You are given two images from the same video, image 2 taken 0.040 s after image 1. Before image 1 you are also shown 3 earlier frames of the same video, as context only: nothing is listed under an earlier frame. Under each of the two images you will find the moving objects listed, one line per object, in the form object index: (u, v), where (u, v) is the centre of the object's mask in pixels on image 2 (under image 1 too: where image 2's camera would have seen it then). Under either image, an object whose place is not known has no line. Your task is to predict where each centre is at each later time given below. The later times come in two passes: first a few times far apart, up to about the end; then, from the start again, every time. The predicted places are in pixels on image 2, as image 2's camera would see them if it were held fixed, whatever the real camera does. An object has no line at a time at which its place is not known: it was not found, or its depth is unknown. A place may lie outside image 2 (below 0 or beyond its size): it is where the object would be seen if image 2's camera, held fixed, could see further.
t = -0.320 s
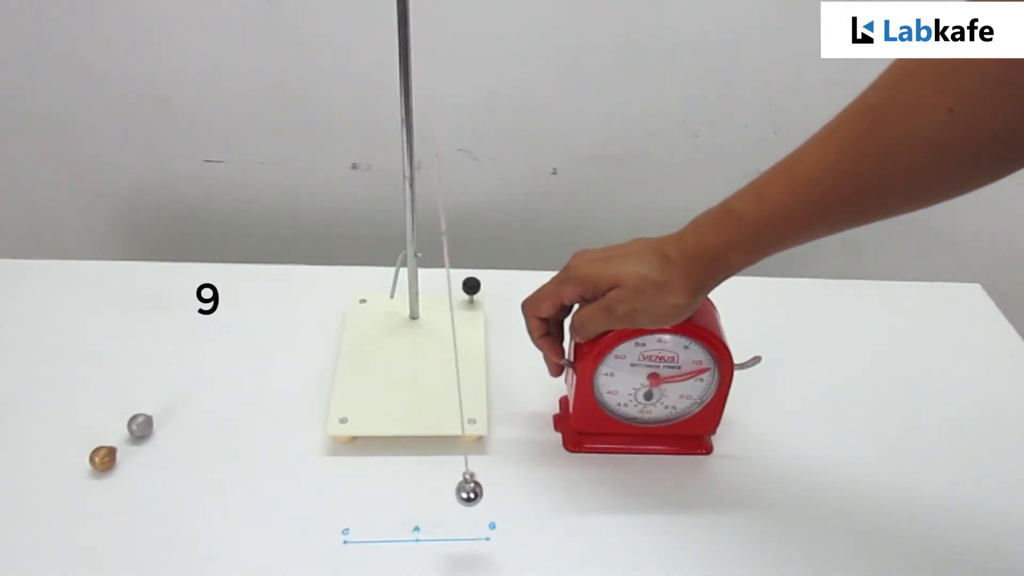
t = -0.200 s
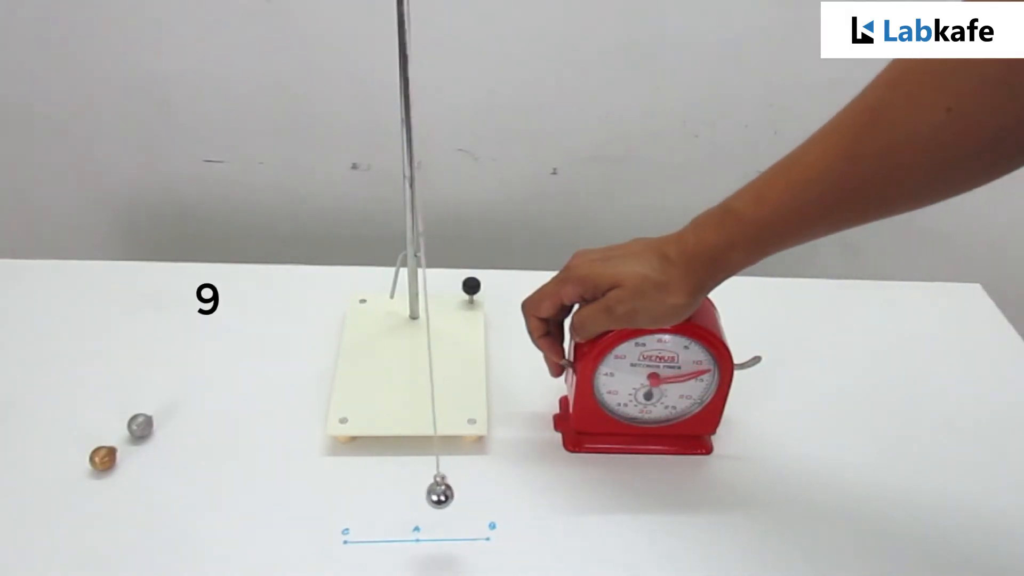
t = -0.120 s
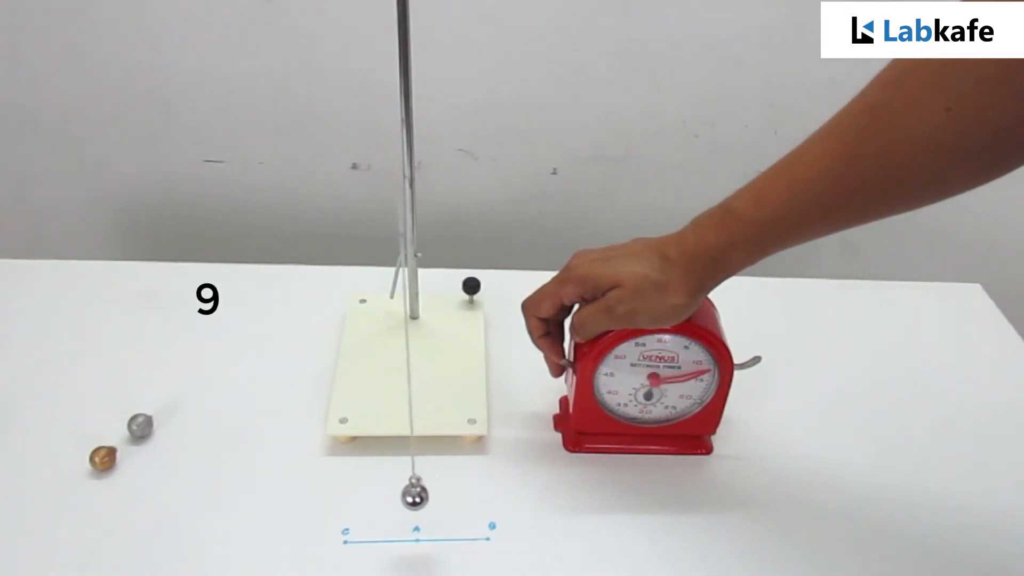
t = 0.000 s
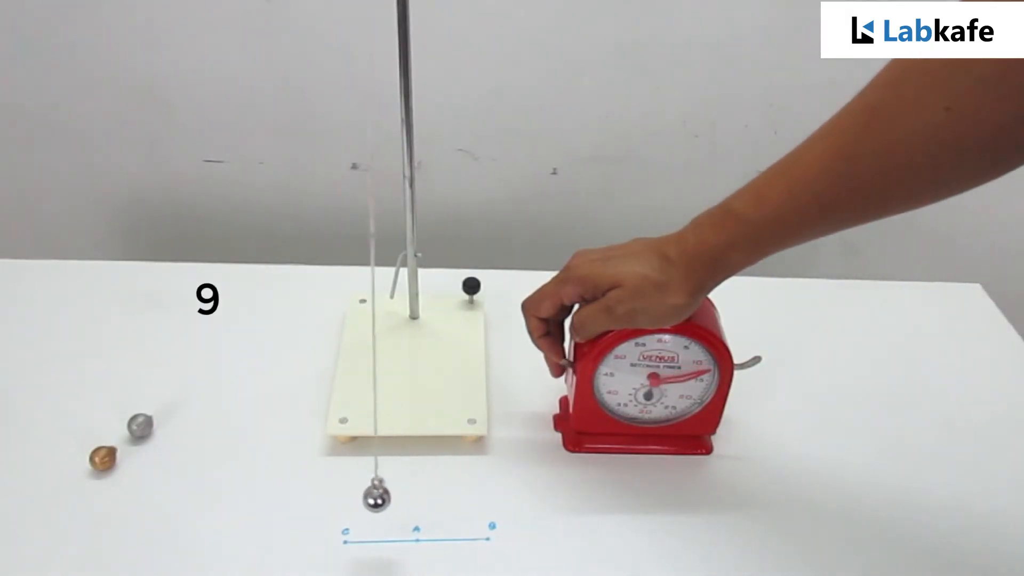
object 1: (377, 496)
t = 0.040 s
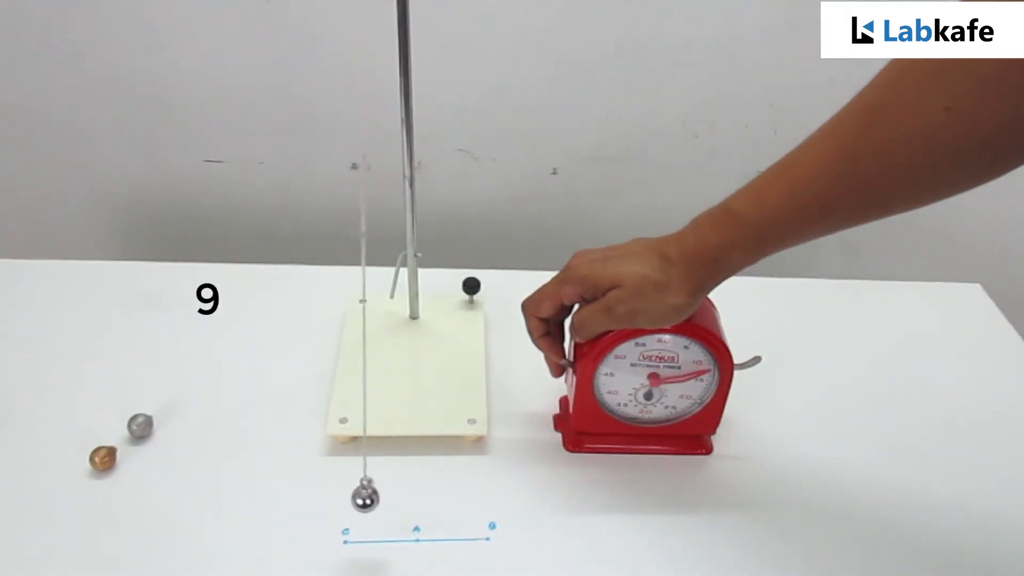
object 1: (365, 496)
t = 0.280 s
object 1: (334, 497)
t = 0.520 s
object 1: (378, 497)
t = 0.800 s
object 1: (461, 491)
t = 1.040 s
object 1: (479, 489)
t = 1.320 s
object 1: (413, 494)
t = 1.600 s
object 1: (340, 497)
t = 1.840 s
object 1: (349, 497)
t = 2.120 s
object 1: (430, 494)
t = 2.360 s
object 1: (480, 490)
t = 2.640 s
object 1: (448, 492)
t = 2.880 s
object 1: (374, 496)
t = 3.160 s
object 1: (335, 497)
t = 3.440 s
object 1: (393, 497)
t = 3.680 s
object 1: (463, 492)
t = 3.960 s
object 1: (472, 490)
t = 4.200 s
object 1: (410, 495)
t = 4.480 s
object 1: (340, 497)
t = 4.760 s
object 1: (360, 497)
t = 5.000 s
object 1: (433, 494)
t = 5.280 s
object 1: (481, 489)
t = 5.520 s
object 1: (445, 492)
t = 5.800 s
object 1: (362, 496)
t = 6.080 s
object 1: (340, 497)
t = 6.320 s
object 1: (397, 496)
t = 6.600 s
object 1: (471, 490)
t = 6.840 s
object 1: (470, 490)
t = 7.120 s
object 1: (395, 495)
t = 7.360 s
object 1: (339, 497)
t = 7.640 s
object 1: (364, 497)
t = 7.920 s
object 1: (447, 493)
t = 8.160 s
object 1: (480, 489)
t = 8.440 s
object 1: (430, 493)
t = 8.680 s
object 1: (360, 496)
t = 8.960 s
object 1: (342, 497)
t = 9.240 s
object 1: (412, 496)
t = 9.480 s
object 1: (472, 490)
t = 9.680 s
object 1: (474, 490)
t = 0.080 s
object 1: (355, 496)
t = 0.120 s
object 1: (347, 496)
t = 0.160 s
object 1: (340, 496)
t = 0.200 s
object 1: (336, 496)
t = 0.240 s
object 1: (333, 497)
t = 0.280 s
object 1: (334, 497)
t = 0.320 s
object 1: (336, 497)
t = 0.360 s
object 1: (341, 497)
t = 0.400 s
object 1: (347, 497)
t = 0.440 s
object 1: (356, 497)
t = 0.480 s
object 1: (366, 497)
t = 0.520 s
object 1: (378, 497)
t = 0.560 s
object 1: (390, 496)
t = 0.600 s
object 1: (403, 496)
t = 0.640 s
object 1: (416, 495)
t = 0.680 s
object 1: (429, 494)
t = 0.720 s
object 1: (441, 493)
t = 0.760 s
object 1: (452, 492)
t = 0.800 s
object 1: (461, 491)
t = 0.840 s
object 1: (469, 490)
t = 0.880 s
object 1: (476, 490)
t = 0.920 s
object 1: (480, 489)
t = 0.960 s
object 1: (482, 489)
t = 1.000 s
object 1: (482, 489)
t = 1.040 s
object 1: (479, 489)
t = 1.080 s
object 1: (474, 490)
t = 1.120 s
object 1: (468, 490)
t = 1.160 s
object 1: (459, 491)
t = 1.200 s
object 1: (449, 492)
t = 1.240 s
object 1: (438, 493)
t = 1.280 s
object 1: (426, 494)
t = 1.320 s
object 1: (413, 494)
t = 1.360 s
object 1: (400, 495)
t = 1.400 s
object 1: (387, 496)
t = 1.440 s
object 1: (375, 496)
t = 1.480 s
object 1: (364, 496)
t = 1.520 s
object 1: (354, 497)
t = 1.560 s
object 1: (346, 497)
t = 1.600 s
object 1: (340, 497)
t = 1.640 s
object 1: (336, 497)
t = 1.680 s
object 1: (334, 497)
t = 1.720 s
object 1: (334, 497)
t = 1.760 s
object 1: (337, 497)
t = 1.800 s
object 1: (342, 497)
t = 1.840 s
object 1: (349, 497)
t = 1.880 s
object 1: (357, 497)
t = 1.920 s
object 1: (368, 497)
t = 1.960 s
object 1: (379, 497)
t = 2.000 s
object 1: (392, 497)
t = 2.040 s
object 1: (404, 496)
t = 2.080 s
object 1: (417, 495)
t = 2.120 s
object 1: (430, 494)
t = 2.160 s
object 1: (442, 494)
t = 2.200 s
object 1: (453, 493)
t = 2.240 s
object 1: (462, 492)
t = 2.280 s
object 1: (470, 491)
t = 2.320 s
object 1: (476, 490)
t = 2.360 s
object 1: (480, 490)
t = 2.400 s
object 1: (481, 489)
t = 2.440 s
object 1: (481, 489)
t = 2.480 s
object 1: (478, 489)
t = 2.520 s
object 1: (473, 490)
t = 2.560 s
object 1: (466, 490)
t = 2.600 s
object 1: (458, 491)
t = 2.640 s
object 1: (448, 492)
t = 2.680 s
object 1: (436, 493)
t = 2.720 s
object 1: (424, 494)
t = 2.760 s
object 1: (411, 495)
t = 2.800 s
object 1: (399, 496)
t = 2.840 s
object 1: (386, 496)
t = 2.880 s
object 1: (374, 496)
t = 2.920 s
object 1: (363, 497)
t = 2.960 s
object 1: (353, 497)
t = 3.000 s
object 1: (346, 497)
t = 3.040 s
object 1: (340, 497)
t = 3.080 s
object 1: (336, 497)
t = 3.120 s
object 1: (334, 497)
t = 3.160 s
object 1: (335, 497)
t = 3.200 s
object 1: (338, 497)
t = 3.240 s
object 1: (343, 497)
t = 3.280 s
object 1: (350, 497)
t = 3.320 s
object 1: (359, 497)
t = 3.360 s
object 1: (369, 497)
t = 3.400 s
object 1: (381, 497)
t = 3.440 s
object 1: (393, 497)
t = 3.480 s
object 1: (406, 496)
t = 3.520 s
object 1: (419, 495)
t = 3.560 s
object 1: (431, 495)
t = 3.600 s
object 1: (443, 494)
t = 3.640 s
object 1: (454, 493)
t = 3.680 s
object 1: (463, 492)
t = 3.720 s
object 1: (470, 491)
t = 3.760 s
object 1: (476, 490)
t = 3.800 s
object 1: (479, 490)
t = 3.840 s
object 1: (481, 489)
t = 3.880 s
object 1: (480, 489)
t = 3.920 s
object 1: (477, 490)
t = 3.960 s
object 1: (472, 490)
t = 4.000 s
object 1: (465, 491)
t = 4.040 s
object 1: (456, 491)
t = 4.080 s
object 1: (446, 492)
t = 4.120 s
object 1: (435, 493)
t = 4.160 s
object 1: (423, 494)
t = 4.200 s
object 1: (410, 495)
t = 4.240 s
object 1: (397, 496)
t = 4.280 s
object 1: (385, 496)
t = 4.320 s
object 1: (373, 496)
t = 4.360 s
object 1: (362, 497)
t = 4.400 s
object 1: (353, 497)
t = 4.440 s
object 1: (345, 497)
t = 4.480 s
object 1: (340, 497)
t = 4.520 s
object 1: (336, 497)
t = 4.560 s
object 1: (335, 497)
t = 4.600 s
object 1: (336, 497)
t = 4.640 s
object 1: (339, 497)
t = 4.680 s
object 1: (344, 497)
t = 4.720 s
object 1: (351, 497)
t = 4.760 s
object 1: (360, 497)
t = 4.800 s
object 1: (371, 497)
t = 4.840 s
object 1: (382, 497)
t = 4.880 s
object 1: (395, 496)
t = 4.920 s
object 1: (408, 496)
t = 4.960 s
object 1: (420, 495)
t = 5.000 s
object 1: (433, 494)
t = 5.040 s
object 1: (444, 493)
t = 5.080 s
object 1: (455, 492)
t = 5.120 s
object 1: (463, 491)
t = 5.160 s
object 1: (471, 490)
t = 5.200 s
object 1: (476, 490)
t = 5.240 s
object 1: (480, 490)
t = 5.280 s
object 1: (481, 489)
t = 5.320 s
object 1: (480, 489)
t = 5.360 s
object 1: (476, 489)
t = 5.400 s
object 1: (471, 490)
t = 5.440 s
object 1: (464, 491)
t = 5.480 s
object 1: (455, 491)
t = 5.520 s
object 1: (445, 492)
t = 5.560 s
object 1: (433, 493)
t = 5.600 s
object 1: (421, 494)
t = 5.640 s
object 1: (409, 494)
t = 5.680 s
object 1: (396, 495)
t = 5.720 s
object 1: (384, 496)
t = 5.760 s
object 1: (372, 496)
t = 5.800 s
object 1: (362, 496)
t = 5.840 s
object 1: (352, 496)
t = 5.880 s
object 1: (345, 496)
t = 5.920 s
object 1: (340, 496)
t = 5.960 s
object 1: (336, 497)
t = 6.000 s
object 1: (335, 497)
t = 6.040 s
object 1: (336, 497)
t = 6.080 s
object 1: (340, 497)
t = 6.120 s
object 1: (345, 497)
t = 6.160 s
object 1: (353, 497)
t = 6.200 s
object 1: (362, 497)
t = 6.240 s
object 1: (373, 497)
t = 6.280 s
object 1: (384, 497)
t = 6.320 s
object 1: (397, 496)
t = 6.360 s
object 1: (409, 496)
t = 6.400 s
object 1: (422, 495)
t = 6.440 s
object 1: (434, 494)
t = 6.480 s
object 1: (445, 493)
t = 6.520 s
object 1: (456, 492)
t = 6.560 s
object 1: (464, 491)
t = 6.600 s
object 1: (471, 490)
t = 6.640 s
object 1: (477, 490)
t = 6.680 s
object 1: (479, 489)
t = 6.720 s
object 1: (480, 489)
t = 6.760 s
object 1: (479, 489)
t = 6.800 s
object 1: (476, 490)
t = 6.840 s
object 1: (470, 490)
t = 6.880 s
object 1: (463, 491)
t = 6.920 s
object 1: (454, 492)
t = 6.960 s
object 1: (443, 493)
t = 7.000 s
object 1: (432, 493)
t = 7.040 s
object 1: (420, 494)
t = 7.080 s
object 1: (407, 495)
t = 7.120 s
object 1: (395, 495)
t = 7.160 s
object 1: (382, 496)
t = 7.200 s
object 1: (371, 496)
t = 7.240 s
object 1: (361, 496)
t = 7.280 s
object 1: (352, 496)
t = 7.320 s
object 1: (345, 497)
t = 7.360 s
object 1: (339, 497)
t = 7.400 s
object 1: (336, 497)
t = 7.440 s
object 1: (336, 497)
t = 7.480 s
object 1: (337, 497)
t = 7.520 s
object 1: (341, 497)
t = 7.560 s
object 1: (347, 497)
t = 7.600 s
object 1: (354, 498)
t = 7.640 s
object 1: (364, 497)
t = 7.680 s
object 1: (374, 497)
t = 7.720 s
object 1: (386, 497)
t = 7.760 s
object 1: (398, 496)
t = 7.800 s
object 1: (411, 496)
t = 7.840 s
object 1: (423, 495)
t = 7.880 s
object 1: (435, 494)
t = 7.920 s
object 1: (447, 493)
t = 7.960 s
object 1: (457, 492)
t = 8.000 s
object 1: (465, 491)
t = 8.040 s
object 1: (472, 490)
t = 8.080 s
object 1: (477, 490)
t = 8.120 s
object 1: (479, 490)
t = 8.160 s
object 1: (480, 489)
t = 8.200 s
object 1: (478, 489)
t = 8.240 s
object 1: (475, 490)
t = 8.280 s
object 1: (469, 490)
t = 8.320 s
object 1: (461, 491)
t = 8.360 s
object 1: (452, 491)
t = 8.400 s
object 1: (442, 493)
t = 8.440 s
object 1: (430, 493)
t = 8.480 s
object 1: (418, 494)
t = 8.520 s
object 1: (406, 495)
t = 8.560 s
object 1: (393, 496)
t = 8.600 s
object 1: (381, 496)
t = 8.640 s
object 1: (370, 496)
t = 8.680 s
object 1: (360, 496)
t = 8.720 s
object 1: (351, 497)
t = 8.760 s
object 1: (344, 497)
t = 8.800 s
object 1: (339, 497)
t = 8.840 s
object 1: (337, 497)
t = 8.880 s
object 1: (336, 497)
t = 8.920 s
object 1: (338, 497)
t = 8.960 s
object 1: (342, 497)
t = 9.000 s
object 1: (348, 497)
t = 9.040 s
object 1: (355, 498)
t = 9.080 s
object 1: (365, 498)
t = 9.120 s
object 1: (376, 498)
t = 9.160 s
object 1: (387, 497)
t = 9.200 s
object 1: (400, 496)
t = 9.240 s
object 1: (412, 496)
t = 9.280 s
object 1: (425, 495)
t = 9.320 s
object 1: (436, 494)
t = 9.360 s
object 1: (447, 493)
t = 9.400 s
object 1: (457, 492)
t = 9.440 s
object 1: (465, 491)
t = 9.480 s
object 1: (472, 490)
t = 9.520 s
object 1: (476, 490)
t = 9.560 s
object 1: (479, 490)
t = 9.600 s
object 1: (479, 489)
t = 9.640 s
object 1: (478, 490)
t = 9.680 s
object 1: (474, 490)
